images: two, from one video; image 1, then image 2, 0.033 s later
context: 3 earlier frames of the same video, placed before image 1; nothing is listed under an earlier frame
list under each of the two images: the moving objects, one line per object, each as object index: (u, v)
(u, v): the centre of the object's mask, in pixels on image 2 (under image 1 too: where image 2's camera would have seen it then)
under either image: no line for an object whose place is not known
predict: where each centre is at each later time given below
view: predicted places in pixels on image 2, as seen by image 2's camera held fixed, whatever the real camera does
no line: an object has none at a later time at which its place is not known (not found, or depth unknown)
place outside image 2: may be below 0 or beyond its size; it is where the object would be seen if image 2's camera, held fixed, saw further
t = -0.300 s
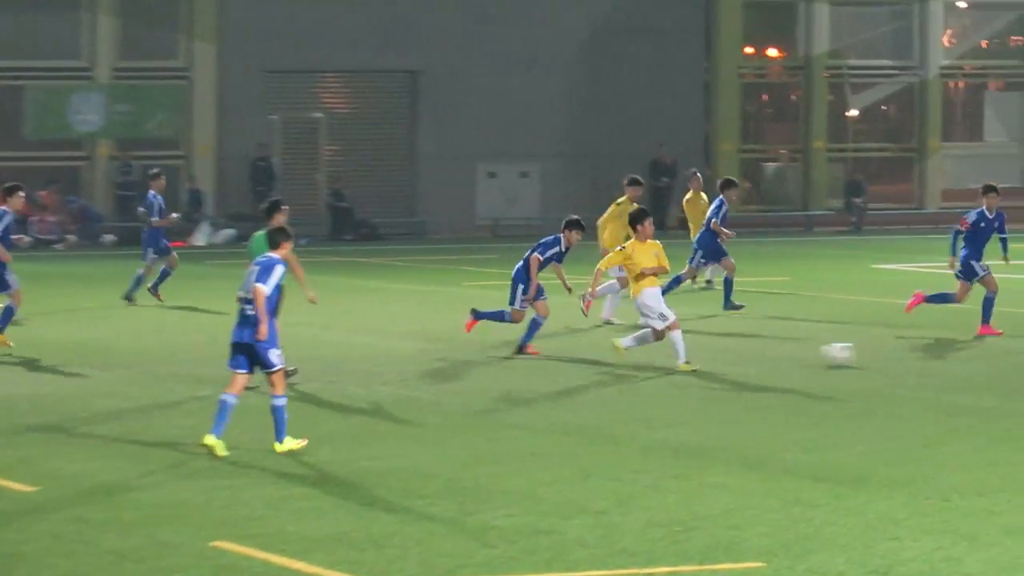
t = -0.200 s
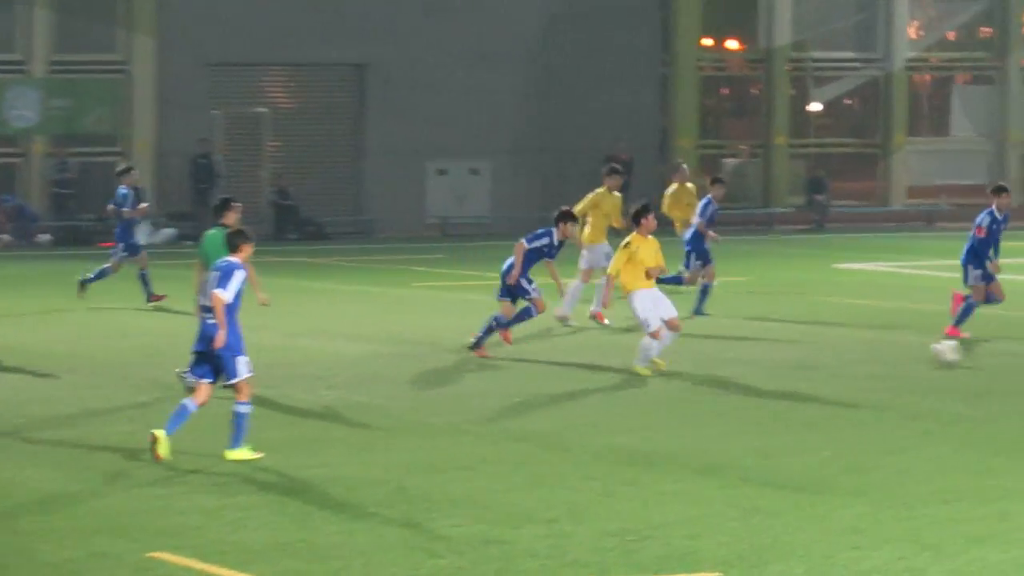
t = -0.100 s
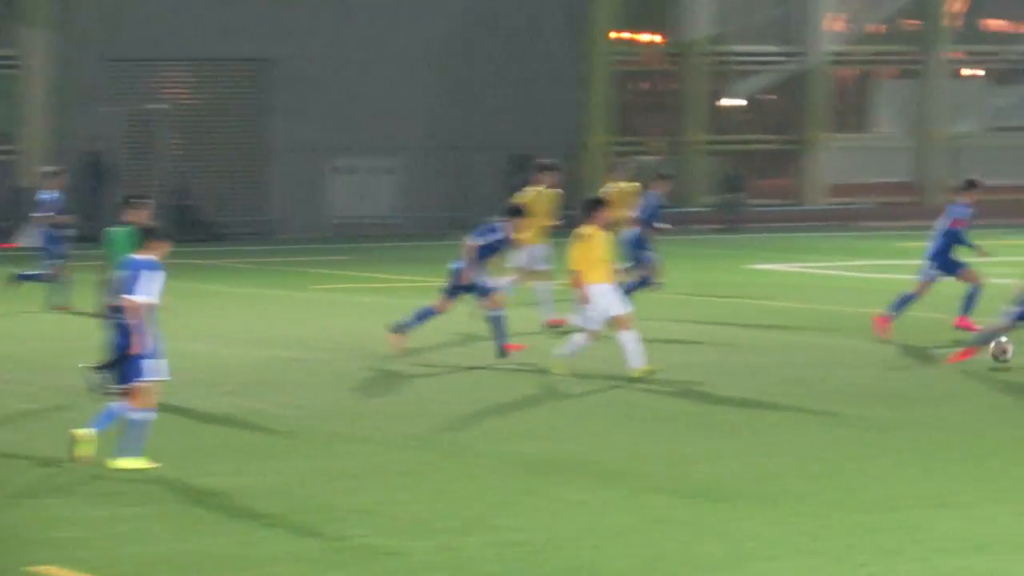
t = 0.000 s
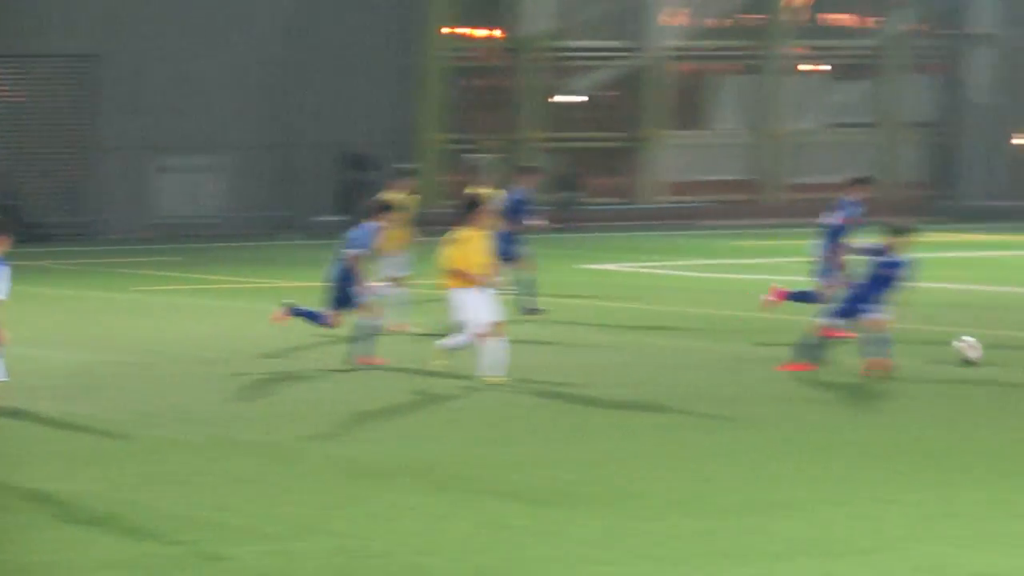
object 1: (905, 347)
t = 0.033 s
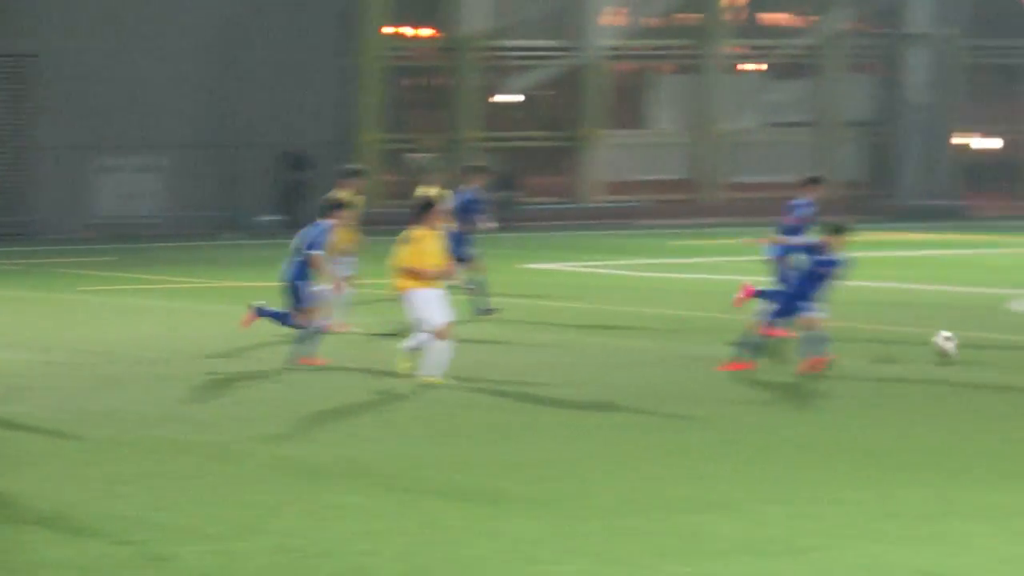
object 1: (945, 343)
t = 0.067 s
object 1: (983, 342)
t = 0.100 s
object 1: (1022, 342)
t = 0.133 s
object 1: (1061, 344)
